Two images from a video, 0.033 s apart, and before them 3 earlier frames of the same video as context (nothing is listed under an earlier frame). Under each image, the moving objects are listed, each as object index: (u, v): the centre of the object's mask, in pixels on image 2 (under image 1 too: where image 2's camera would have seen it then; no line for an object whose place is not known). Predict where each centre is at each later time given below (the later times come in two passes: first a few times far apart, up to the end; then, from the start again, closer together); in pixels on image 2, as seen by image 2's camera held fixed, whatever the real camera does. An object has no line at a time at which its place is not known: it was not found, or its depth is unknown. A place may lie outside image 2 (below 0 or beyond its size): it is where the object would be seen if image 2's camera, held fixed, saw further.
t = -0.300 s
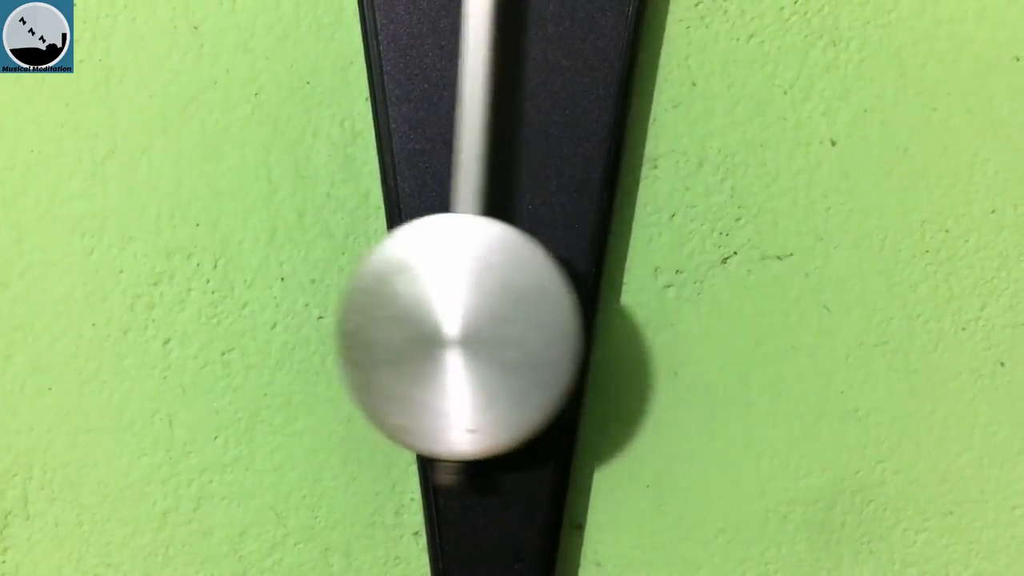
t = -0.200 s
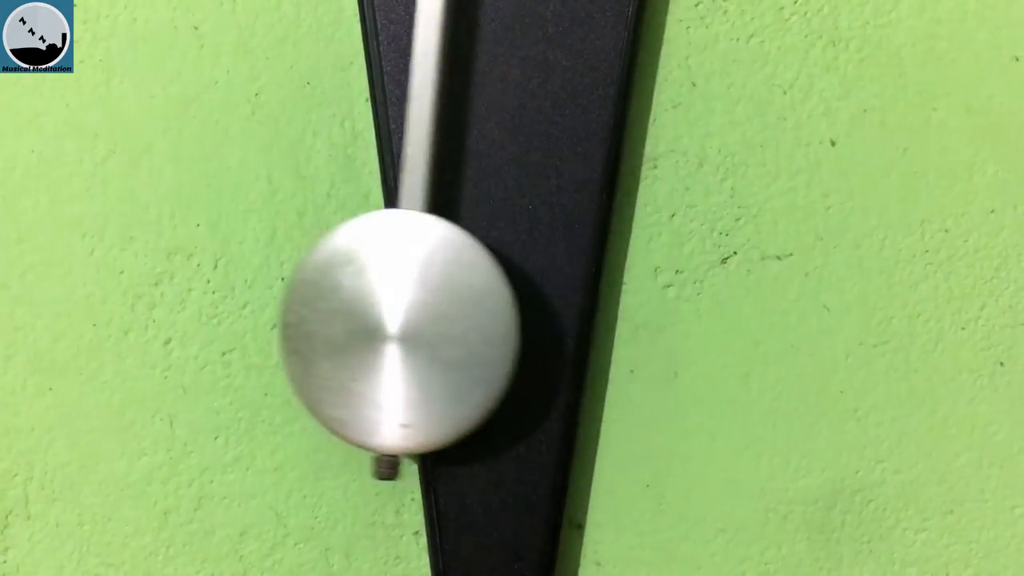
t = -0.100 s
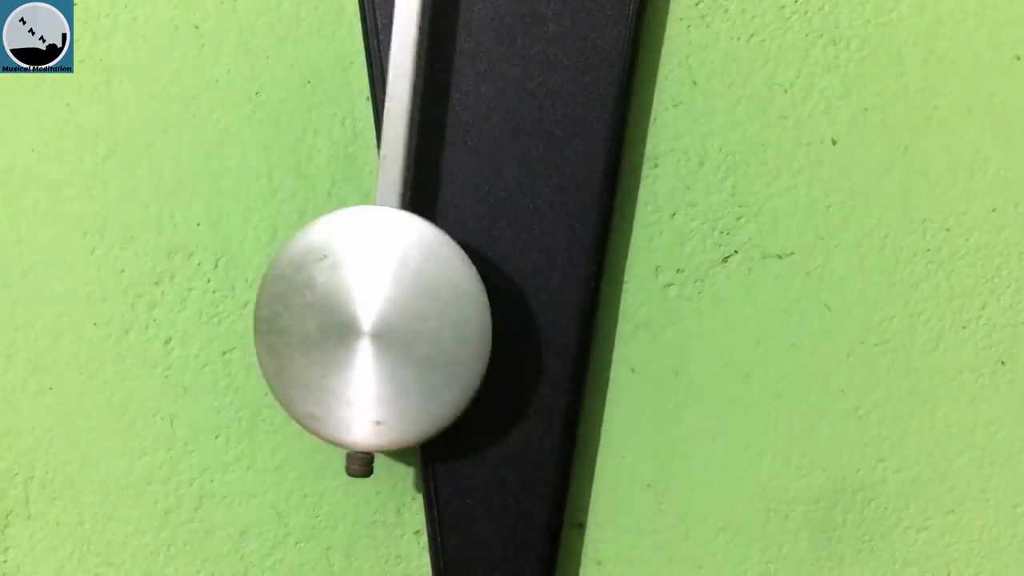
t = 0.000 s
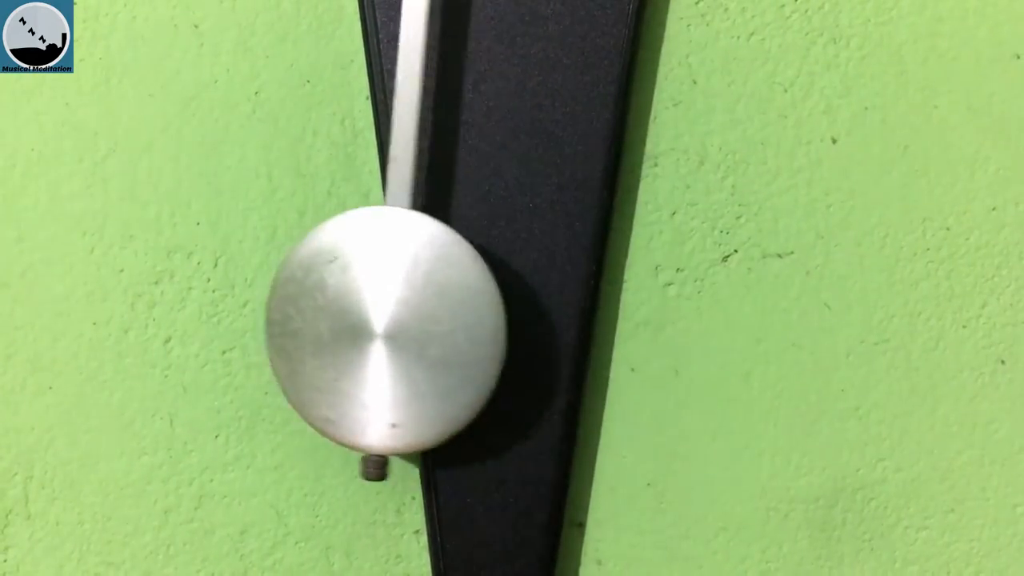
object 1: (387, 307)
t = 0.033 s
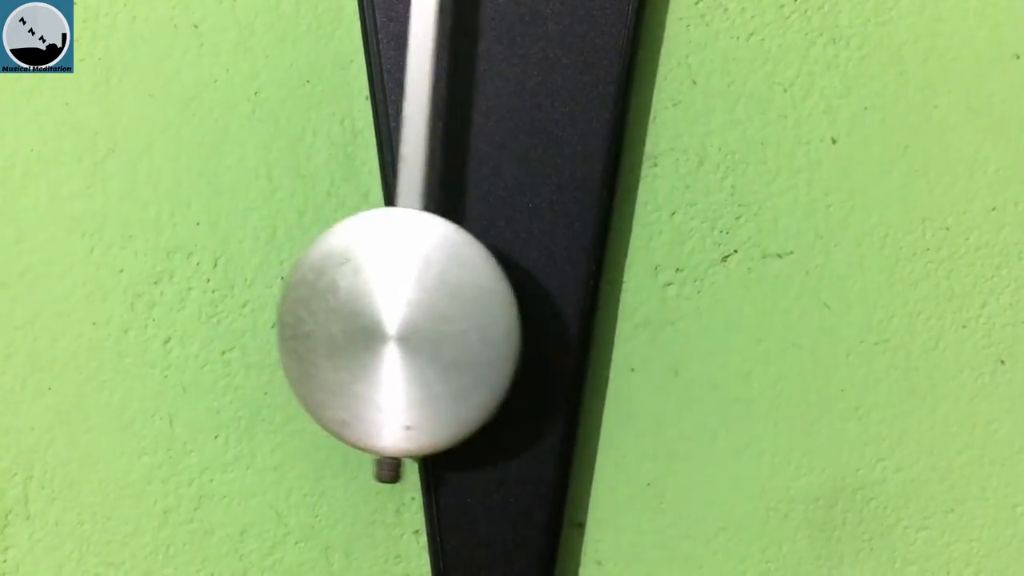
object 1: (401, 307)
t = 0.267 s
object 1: (563, 310)
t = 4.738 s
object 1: (391, 307)
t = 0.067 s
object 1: (418, 307)
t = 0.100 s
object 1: (439, 308)
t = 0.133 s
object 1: (462, 308)
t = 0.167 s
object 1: (487, 308)
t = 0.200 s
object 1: (512, 309)
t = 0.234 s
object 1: (537, 310)
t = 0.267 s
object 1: (563, 310)
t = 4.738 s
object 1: (391, 307)
